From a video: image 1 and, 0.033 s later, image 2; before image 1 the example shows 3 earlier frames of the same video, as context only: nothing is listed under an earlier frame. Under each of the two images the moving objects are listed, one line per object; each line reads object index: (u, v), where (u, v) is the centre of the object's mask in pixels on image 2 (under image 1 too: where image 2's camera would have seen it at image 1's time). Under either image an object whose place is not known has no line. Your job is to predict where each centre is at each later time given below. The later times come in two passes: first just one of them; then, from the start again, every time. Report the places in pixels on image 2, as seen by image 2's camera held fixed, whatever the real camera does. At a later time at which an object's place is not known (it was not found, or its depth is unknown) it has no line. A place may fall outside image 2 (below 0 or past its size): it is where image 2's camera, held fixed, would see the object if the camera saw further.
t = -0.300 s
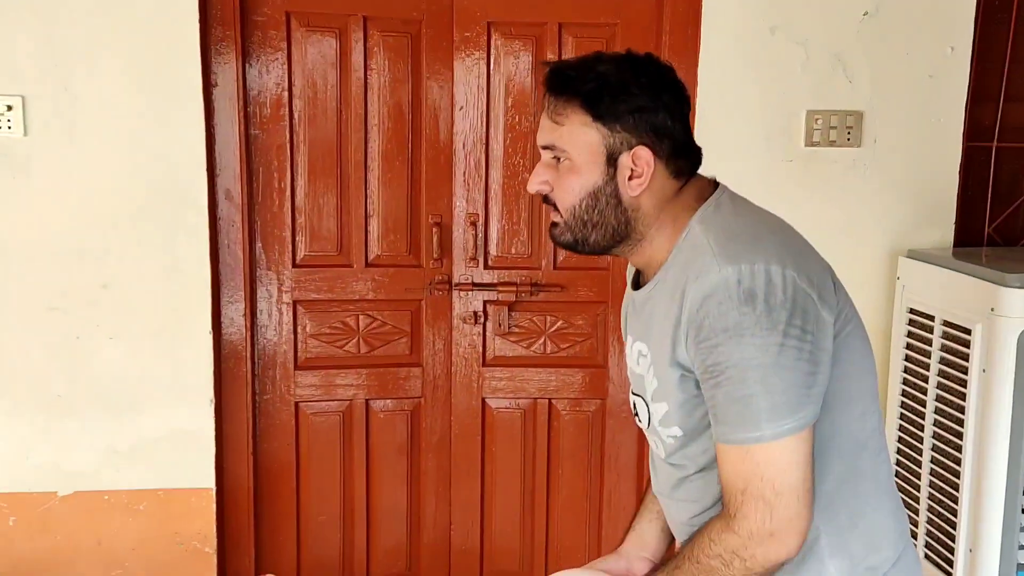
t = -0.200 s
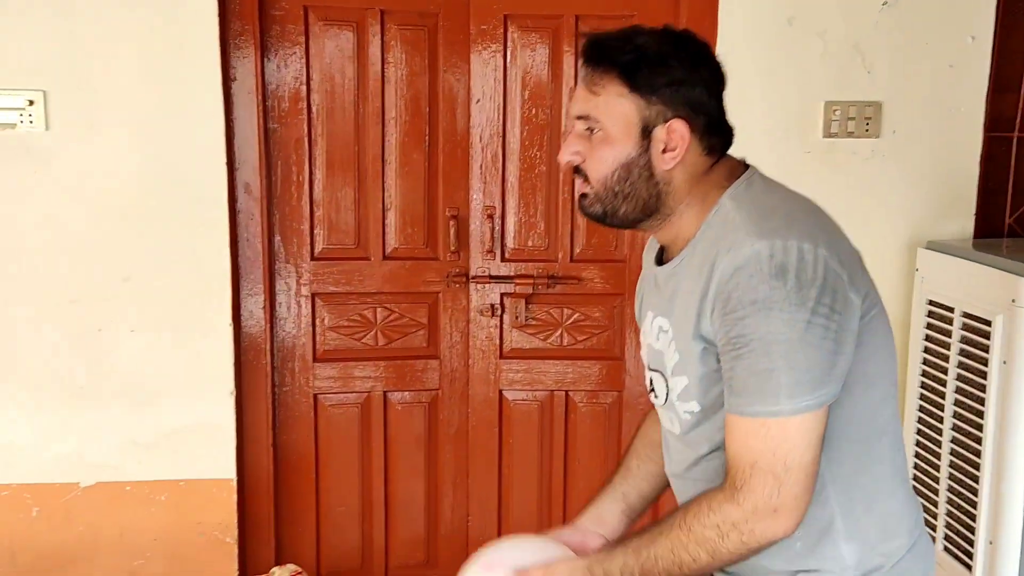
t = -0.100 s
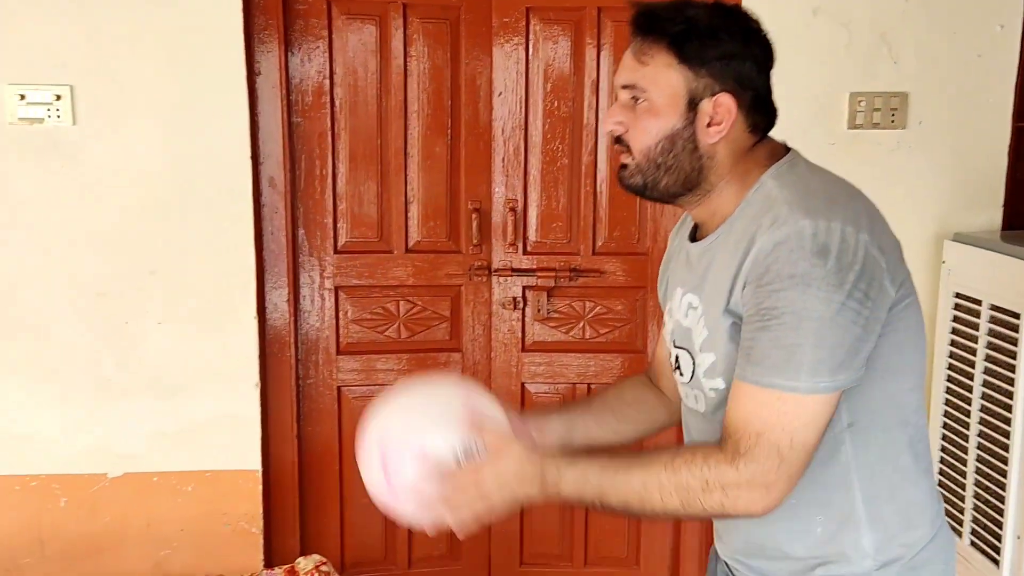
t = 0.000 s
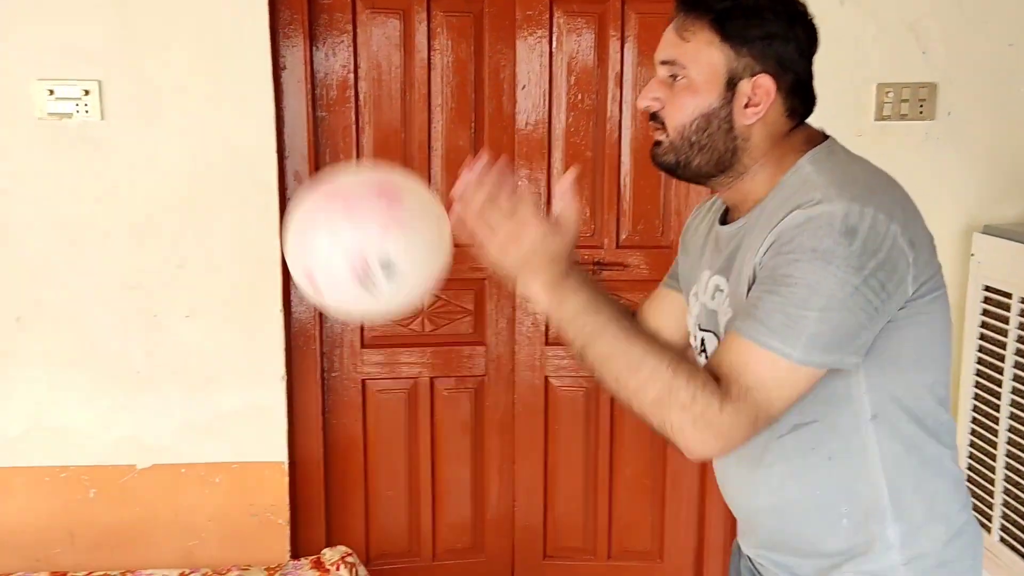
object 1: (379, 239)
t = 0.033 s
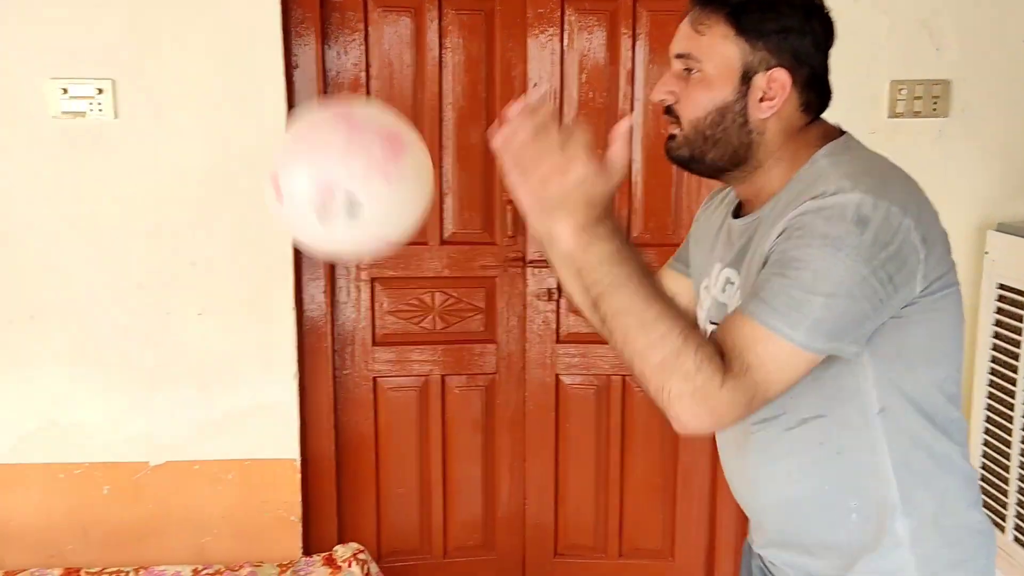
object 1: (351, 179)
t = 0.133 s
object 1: (259, 48)
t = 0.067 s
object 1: (322, 120)
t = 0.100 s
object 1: (290, 74)
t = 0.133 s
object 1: (259, 48)
